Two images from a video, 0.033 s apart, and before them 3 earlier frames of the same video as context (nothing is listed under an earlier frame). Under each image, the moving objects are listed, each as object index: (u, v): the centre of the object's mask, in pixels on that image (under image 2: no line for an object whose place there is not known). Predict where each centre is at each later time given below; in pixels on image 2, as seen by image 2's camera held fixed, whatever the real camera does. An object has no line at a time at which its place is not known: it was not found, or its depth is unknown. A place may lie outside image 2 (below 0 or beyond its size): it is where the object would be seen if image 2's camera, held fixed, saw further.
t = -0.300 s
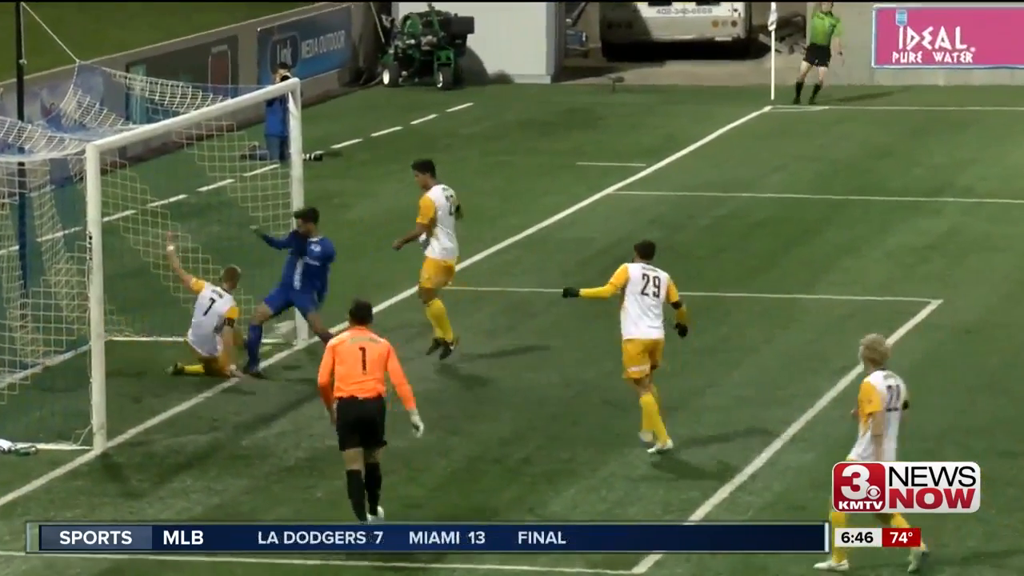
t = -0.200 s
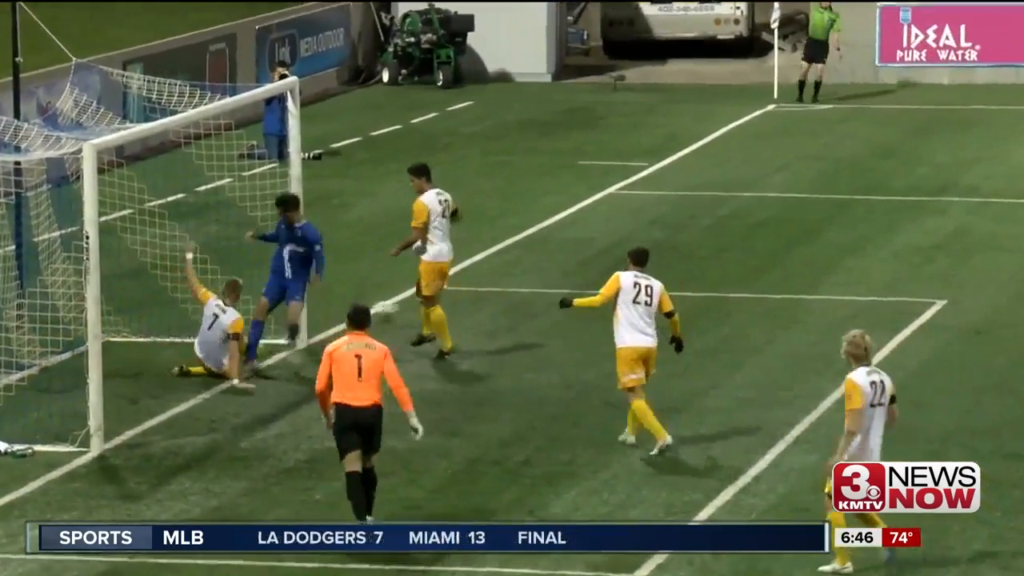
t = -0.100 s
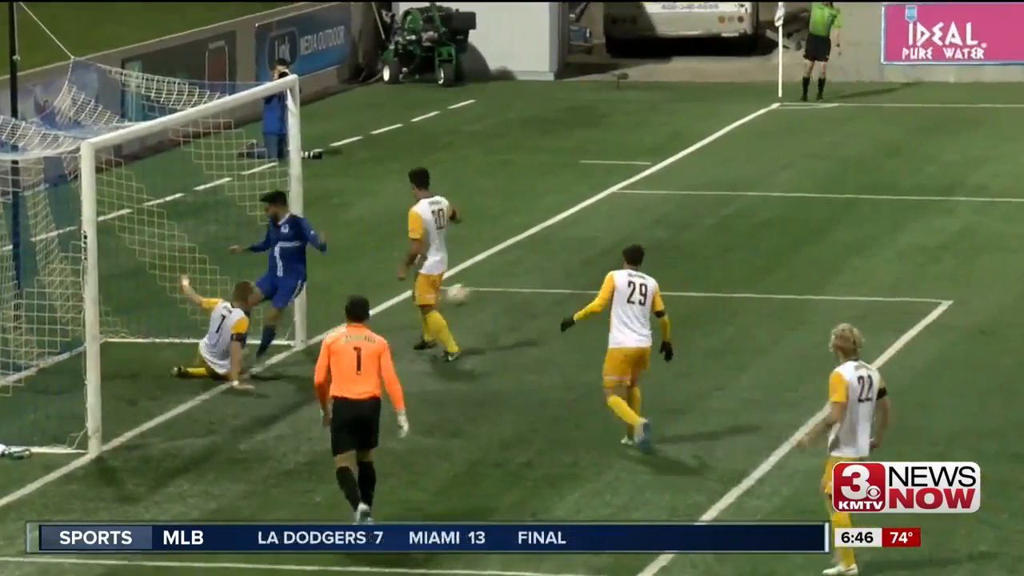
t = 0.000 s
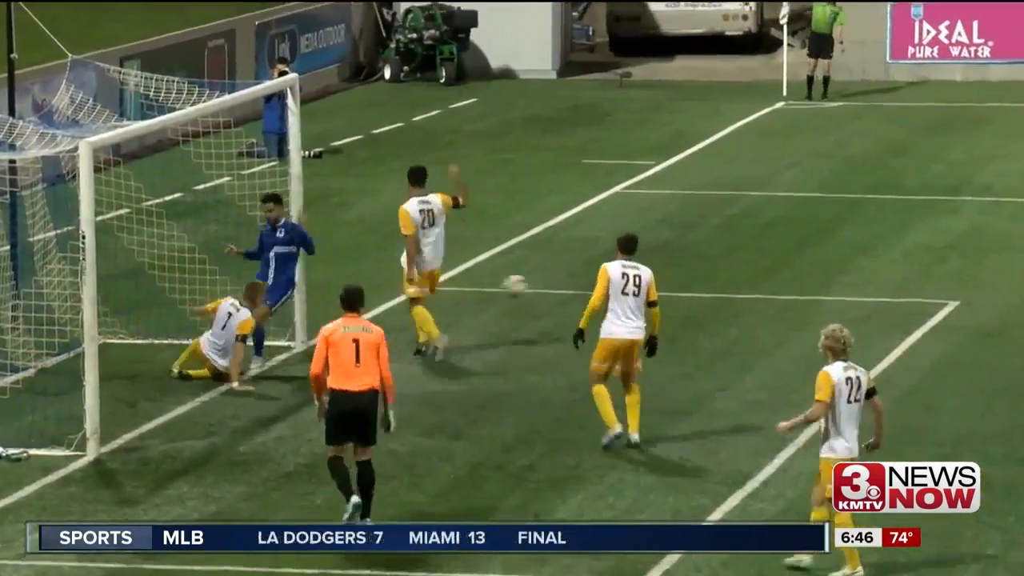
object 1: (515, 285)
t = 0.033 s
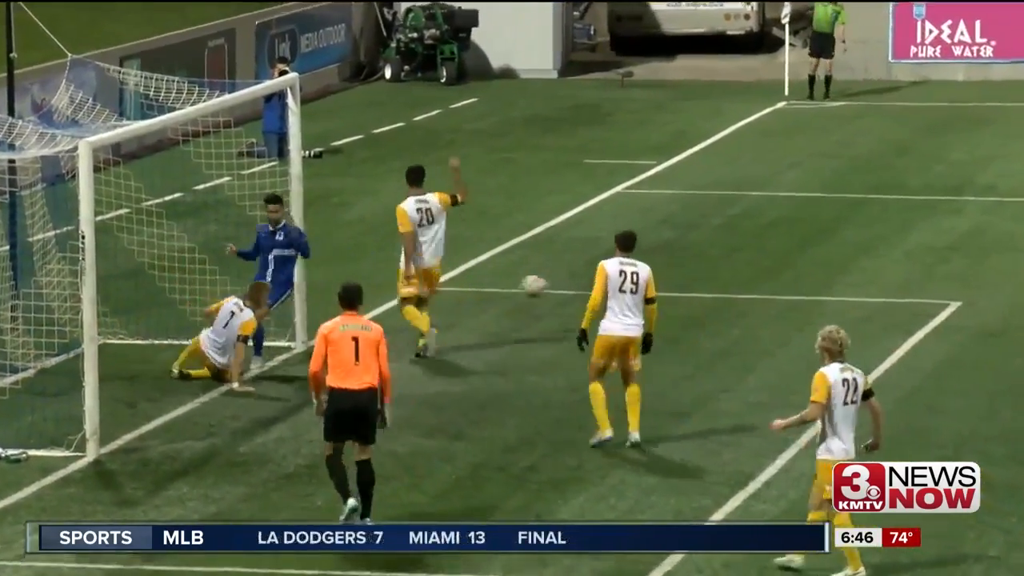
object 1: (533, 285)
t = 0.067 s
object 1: (551, 286)
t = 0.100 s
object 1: (569, 286)
